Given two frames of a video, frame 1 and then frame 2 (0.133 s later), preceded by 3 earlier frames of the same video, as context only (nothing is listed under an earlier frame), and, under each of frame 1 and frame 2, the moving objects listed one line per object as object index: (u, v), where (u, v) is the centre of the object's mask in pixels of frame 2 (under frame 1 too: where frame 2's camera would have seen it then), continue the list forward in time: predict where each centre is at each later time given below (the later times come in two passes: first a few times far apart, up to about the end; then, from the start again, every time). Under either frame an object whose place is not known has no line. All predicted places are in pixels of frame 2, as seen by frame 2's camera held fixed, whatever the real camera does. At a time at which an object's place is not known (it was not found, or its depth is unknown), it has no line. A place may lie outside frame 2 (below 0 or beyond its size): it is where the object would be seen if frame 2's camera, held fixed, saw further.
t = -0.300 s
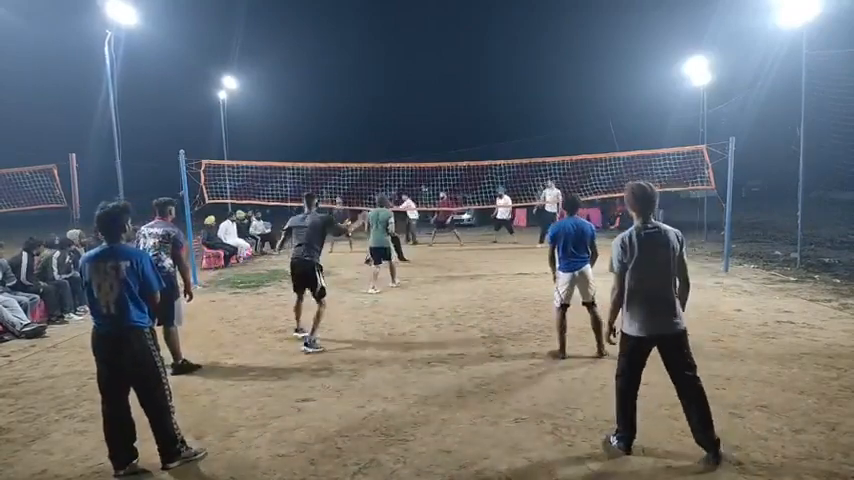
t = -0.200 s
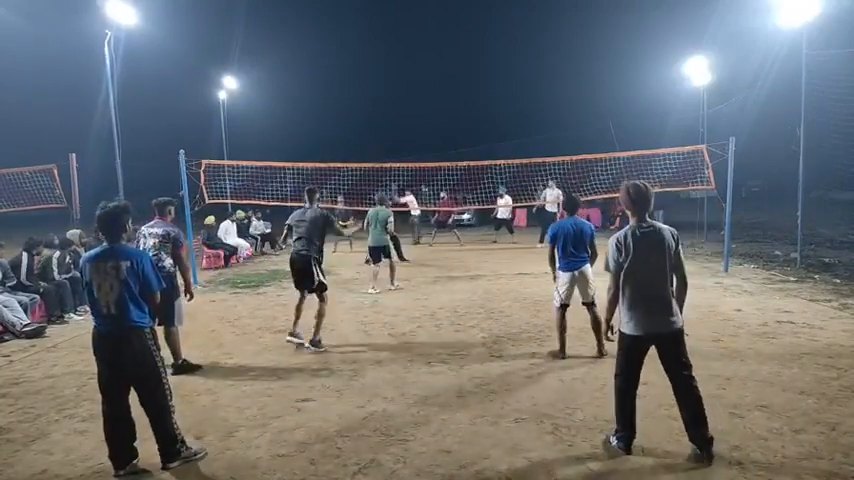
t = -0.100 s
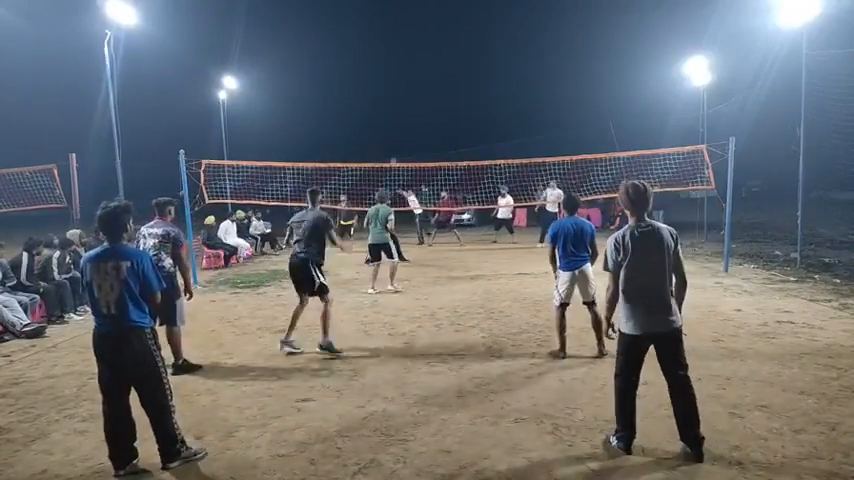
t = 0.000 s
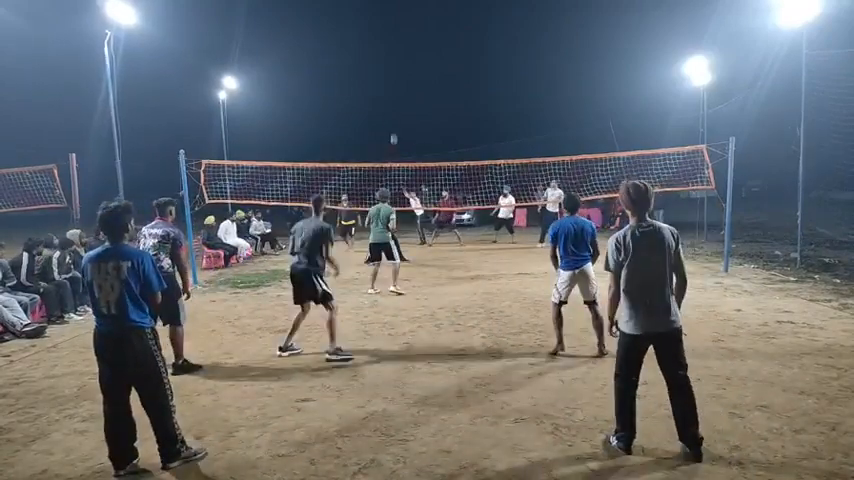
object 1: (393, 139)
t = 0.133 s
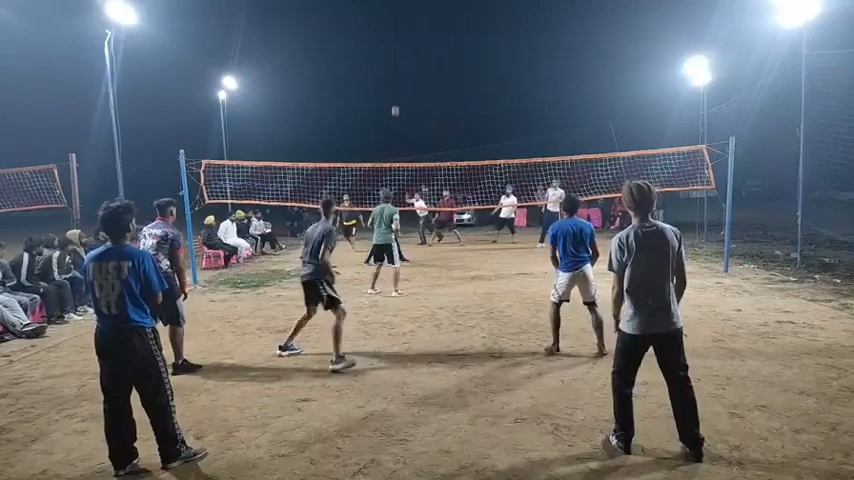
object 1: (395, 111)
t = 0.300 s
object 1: (398, 80)
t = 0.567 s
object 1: (409, 47)
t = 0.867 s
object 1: (433, 55)
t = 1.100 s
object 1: (466, 124)
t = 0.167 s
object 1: (395, 104)
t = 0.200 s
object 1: (396, 98)
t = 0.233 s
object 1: (396, 91)
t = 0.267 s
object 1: (397, 86)
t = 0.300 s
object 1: (398, 80)
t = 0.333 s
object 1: (399, 74)
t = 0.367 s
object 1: (400, 69)
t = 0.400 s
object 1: (401, 65)
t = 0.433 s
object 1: (403, 60)
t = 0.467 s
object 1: (404, 56)
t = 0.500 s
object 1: (406, 53)
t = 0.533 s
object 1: (408, 50)
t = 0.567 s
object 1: (409, 47)
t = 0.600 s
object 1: (411, 45)
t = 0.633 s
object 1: (413, 43)
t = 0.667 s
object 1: (416, 43)
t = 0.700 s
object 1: (418, 42)
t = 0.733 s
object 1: (421, 43)
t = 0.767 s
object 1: (424, 45)
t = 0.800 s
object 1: (427, 47)
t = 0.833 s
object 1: (430, 51)
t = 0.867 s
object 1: (433, 55)
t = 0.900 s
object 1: (437, 60)
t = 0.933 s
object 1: (441, 67)
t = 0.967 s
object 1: (445, 75)
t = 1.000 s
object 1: (450, 85)
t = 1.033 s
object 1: (455, 96)
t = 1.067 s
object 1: (460, 109)
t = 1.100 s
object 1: (466, 124)
